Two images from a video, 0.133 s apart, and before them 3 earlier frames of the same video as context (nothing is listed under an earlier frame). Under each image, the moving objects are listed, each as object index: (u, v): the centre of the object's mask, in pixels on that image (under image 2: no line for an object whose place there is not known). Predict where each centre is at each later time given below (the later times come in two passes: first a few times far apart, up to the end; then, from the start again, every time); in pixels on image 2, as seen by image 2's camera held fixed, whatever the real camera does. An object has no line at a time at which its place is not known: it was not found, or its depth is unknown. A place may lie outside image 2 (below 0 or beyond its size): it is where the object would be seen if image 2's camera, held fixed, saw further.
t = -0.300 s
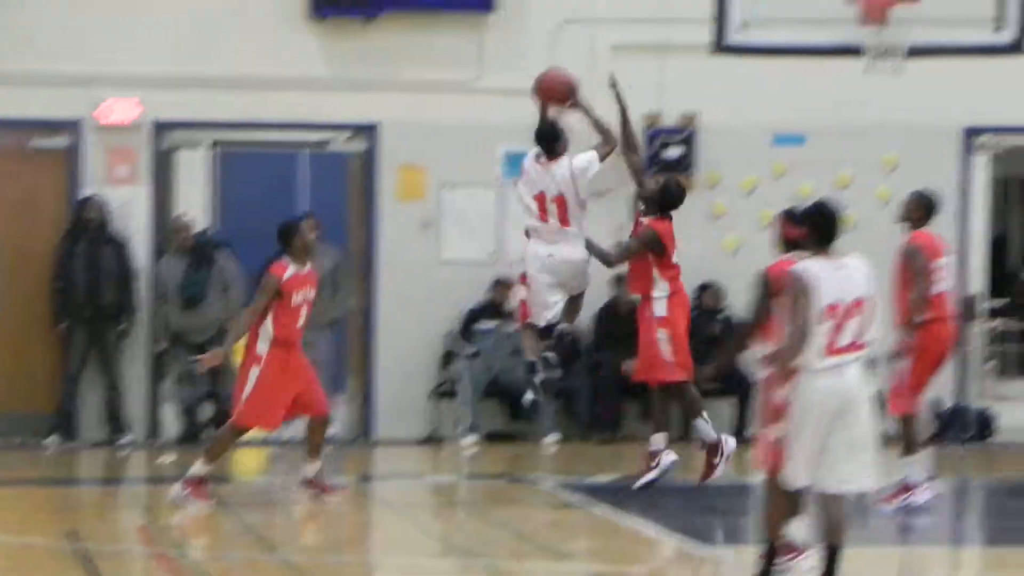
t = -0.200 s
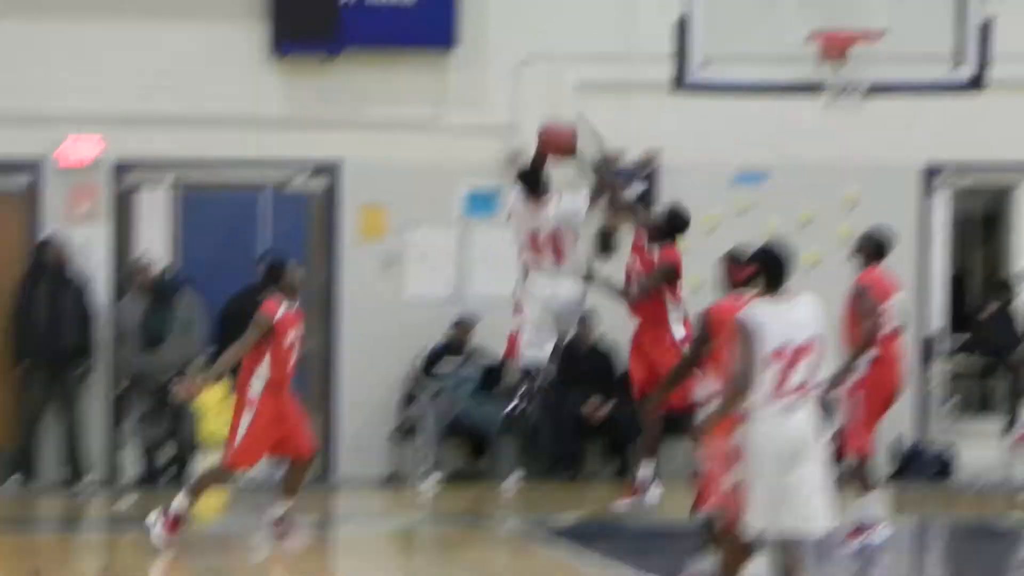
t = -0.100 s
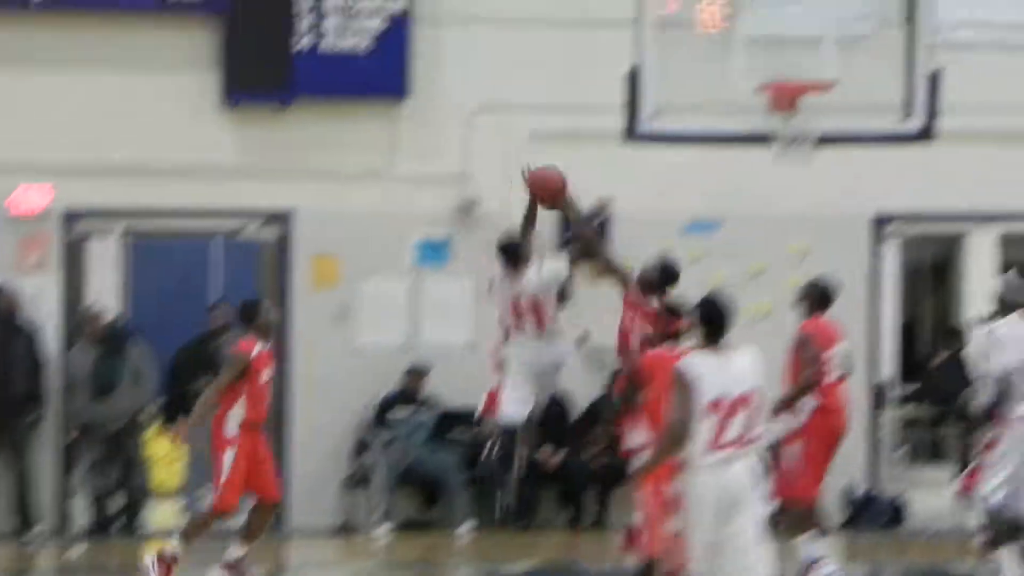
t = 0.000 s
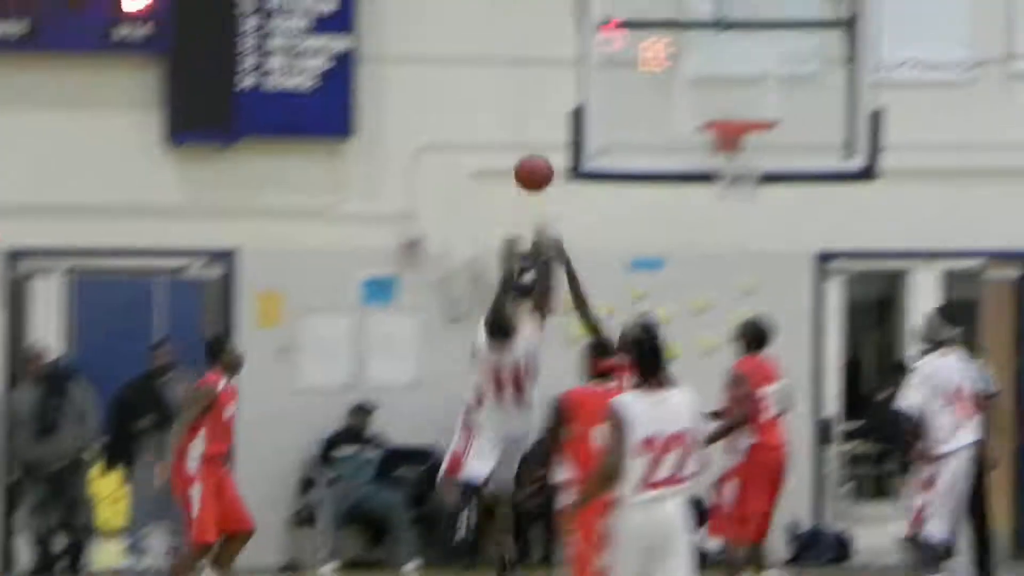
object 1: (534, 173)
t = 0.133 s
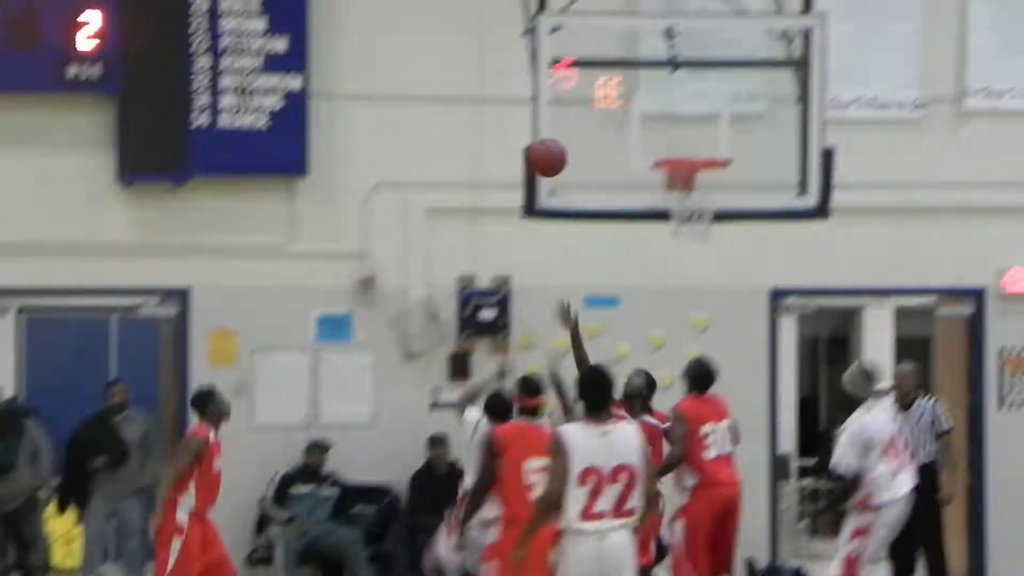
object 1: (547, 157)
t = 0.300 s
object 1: (621, 131)
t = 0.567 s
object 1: (698, 142)
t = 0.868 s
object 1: (678, 152)
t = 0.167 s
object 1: (563, 149)
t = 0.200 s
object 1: (577, 141)
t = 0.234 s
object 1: (592, 136)
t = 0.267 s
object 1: (607, 133)
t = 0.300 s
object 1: (621, 131)
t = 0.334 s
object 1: (635, 131)
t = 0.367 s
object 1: (648, 133)
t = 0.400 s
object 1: (659, 137)
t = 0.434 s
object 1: (670, 139)
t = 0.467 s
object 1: (676, 137)
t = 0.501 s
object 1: (684, 138)
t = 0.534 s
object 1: (691, 139)
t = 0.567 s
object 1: (698, 142)
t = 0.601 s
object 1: (705, 144)
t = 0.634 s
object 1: (713, 147)
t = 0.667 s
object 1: (710, 148)
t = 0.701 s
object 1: (703, 151)
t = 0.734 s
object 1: (694, 148)
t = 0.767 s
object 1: (690, 149)
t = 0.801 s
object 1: (686, 150)
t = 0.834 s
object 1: (683, 150)
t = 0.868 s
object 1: (678, 152)
